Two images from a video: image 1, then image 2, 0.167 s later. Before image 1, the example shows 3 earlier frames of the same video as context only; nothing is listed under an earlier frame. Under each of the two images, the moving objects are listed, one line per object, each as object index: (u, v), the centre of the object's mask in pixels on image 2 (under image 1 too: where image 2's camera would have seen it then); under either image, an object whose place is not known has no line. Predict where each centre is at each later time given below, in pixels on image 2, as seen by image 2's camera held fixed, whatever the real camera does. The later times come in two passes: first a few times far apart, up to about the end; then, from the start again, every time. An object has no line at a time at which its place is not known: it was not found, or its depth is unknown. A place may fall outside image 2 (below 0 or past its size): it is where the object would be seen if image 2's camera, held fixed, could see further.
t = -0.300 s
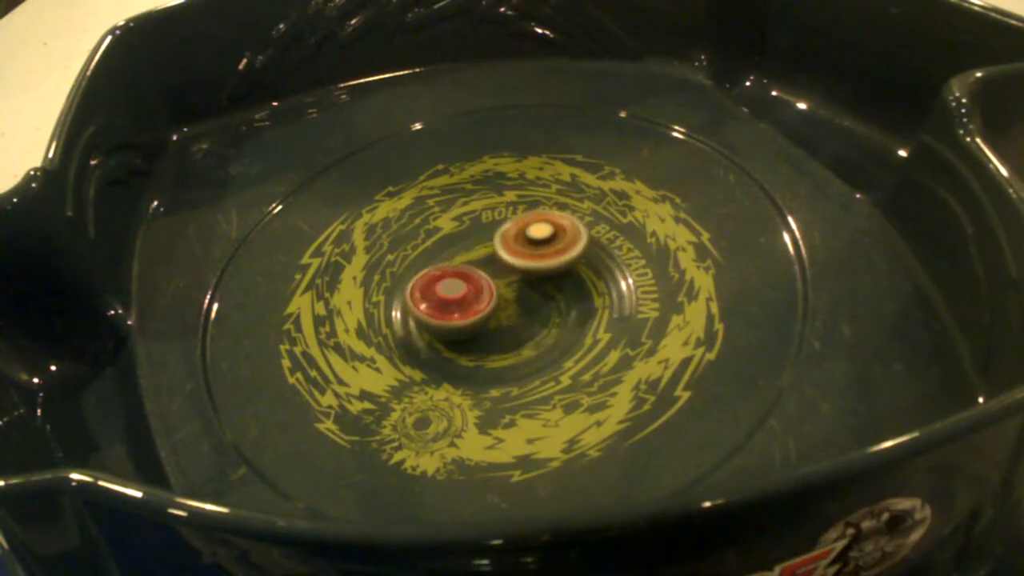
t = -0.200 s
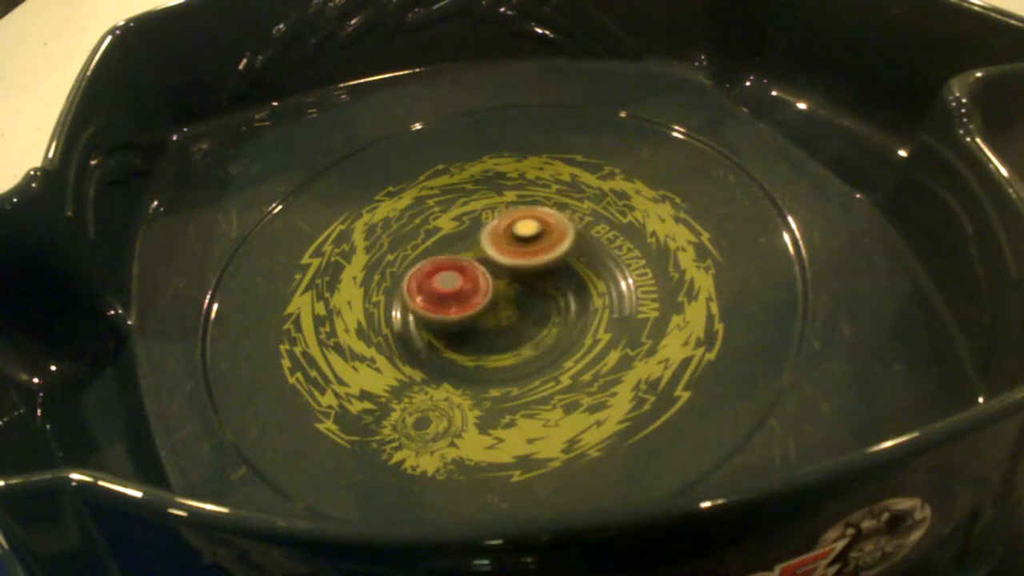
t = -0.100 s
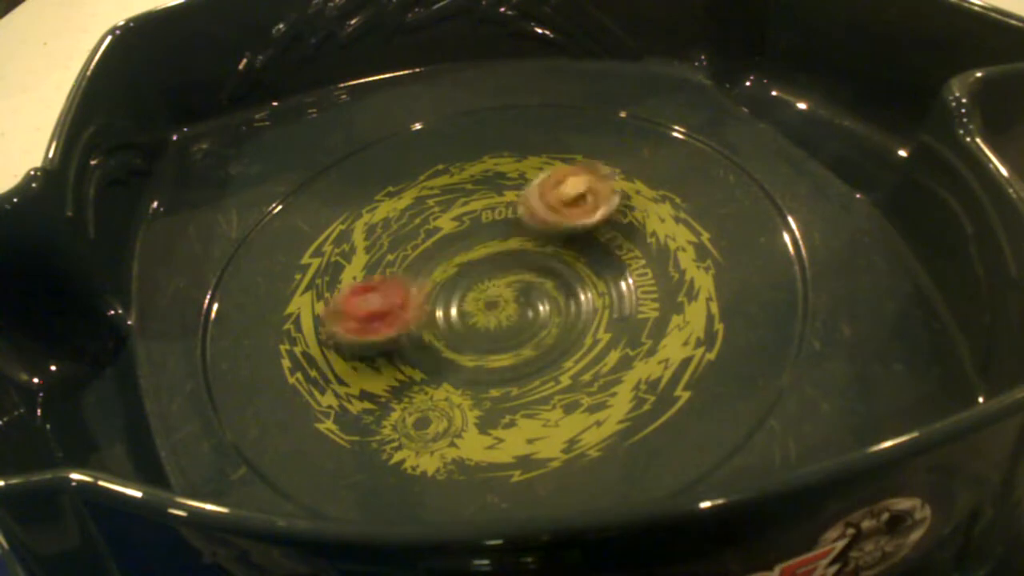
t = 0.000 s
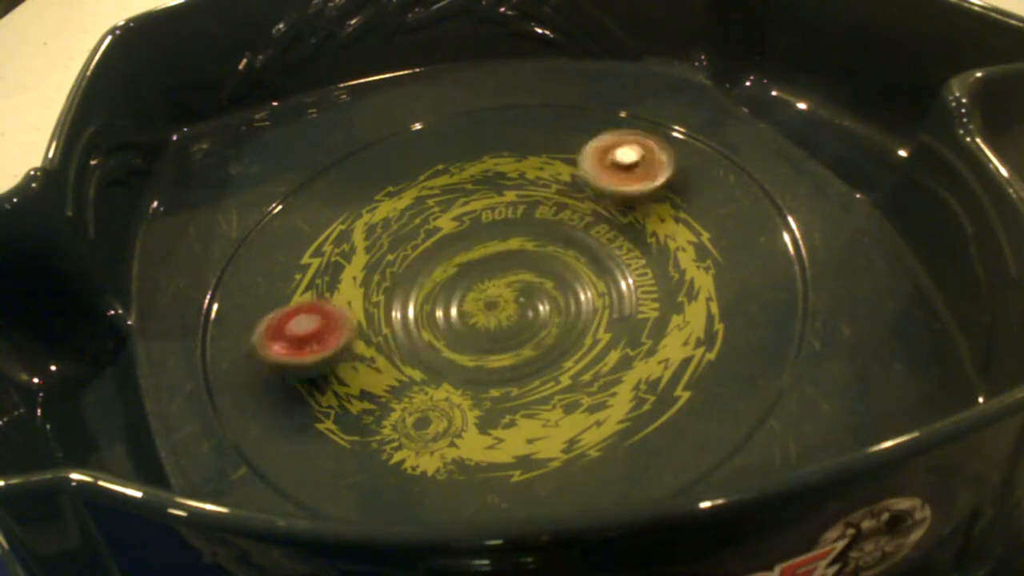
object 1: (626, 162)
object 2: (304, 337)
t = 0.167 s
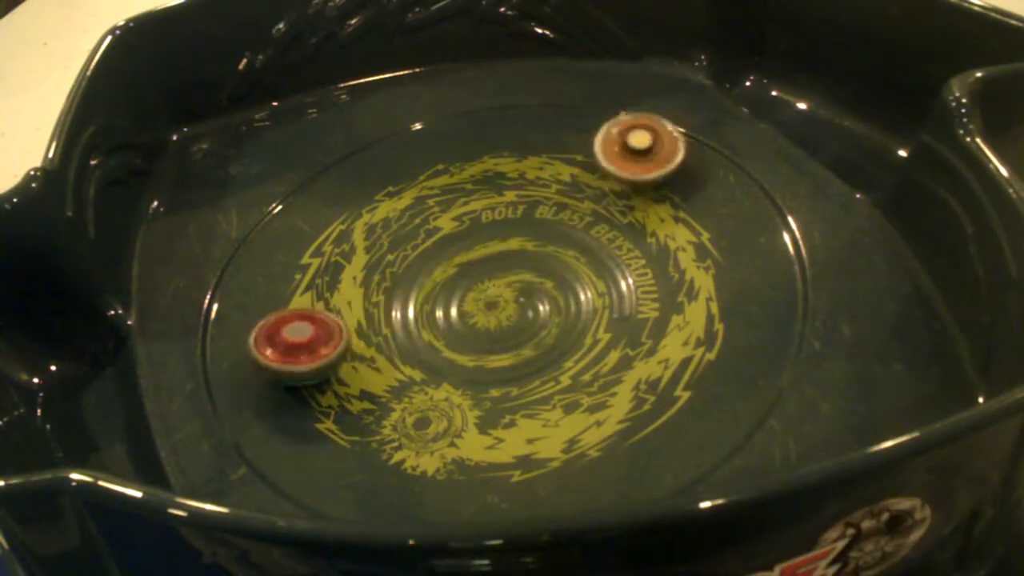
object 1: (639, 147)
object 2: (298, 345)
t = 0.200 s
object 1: (636, 146)
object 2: (303, 345)
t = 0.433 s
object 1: (609, 138)
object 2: (349, 335)
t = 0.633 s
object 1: (554, 167)
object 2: (419, 325)
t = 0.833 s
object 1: (494, 247)
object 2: (489, 323)
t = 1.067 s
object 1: (456, 269)
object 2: (532, 383)
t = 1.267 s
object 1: (456, 258)
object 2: (546, 420)
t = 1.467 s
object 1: (453, 261)
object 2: (510, 425)
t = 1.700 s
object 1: (450, 264)
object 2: (465, 390)
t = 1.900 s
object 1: (466, 250)
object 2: (469, 332)
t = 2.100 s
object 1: (488, 214)
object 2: (495, 309)
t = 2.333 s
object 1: (502, 182)
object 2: (498, 306)
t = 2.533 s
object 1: (527, 161)
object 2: (504, 318)
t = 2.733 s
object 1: (534, 173)
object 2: (515, 303)
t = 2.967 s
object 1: (520, 238)
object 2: (505, 310)
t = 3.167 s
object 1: (530, 239)
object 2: (484, 327)
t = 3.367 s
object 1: (555, 249)
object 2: (486, 309)
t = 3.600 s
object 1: (606, 240)
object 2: (452, 311)
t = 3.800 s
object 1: (607, 245)
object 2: (474, 310)
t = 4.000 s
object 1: (607, 250)
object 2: (483, 316)
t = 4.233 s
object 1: (615, 262)
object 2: (486, 312)
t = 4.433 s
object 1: (617, 272)
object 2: (468, 310)
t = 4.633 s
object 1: (617, 283)
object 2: (451, 305)
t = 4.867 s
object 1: (616, 280)
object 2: (443, 301)
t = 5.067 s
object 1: (619, 281)
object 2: (453, 309)
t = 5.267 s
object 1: (621, 285)
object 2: (462, 314)
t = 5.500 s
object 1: (619, 288)
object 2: (464, 316)
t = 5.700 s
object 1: (619, 286)
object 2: (478, 318)
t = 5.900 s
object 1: (620, 289)
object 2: (492, 318)
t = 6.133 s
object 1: (617, 284)
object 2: (507, 314)
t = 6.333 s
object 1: (630, 276)
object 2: (494, 309)
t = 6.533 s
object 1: (598, 262)
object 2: (476, 311)
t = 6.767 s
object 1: (545, 266)
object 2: (451, 310)
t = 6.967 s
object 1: (523, 260)
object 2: (427, 311)
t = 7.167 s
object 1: (522, 249)
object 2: (413, 323)
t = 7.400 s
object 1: (493, 257)
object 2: (438, 326)
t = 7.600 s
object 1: (519, 253)
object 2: (427, 357)
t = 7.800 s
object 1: (542, 248)
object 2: (463, 340)
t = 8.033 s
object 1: (554, 249)
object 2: (504, 318)
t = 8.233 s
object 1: (554, 231)
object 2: (498, 325)
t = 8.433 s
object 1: (512, 251)
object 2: (507, 324)
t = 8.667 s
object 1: (486, 255)
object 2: (511, 327)
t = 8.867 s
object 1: (472, 252)
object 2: (535, 312)
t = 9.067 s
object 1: (480, 241)
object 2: (530, 304)
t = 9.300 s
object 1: (483, 247)
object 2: (526, 308)
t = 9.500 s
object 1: (490, 235)
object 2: (520, 304)
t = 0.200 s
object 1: (636, 146)
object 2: (303, 345)
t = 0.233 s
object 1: (632, 144)
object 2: (308, 344)
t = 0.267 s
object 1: (629, 143)
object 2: (313, 343)
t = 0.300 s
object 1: (625, 142)
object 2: (319, 342)
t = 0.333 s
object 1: (621, 141)
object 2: (327, 340)
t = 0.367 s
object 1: (618, 140)
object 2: (333, 339)
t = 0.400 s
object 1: (614, 139)
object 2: (341, 336)
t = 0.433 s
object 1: (609, 138)
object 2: (349, 335)
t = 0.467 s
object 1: (603, 139)
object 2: (358, 333)
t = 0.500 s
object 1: (595, 140)
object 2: (369, 331)
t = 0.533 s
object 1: (584, 143)
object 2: (380, 330)
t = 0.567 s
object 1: (574, 150)
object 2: (391, 328)
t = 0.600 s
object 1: (564, 158)
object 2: (404, 327)
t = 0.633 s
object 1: (554, 167)
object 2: (419, 325)
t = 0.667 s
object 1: (544, 178)
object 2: (432, 324)
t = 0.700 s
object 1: (533, 191)
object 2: (442, 322)
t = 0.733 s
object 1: (523, 205)
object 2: (456, 322)
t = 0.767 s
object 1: (513, 218)
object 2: (471, 319)
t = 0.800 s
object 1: (503, 234)
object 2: (482, 319)
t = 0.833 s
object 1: (494, 247)
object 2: (489, 323)
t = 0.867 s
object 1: (487, 256)
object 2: (491, 330)
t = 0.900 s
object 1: (483, 264)
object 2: (493, 337)
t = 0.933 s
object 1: (479, 271)
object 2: (498, 343)
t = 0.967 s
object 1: (475, 280)
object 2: (503, 351)
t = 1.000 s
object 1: (471, 287)
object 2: (508, 354)
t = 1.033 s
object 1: (463, 279)
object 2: (521, 369)
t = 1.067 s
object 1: (456, 269)
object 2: (532, 383)
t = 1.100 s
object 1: (452, 263)
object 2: (540, 393)
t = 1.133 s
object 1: (448, 256)
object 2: (544, 400)
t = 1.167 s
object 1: (447, 253)
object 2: (547, 406)
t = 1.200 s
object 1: (449, 253)
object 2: (547, 412)
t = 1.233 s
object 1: (454, 257)
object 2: (547, 416)
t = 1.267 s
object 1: (456, 258)
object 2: (546, 420)
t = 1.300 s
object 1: (456, 257)
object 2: (542, 422)
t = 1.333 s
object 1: (453, 256)
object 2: (537, 423)
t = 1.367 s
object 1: (453, 256)
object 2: (531, 425)
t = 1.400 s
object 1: (454, 259)
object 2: (525, 425)
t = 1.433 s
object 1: (455, 261)
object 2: (517, 425)
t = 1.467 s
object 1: (453, 261)
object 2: (510, 425)
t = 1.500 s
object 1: (450, 261)
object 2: (503, 422)
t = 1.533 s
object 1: (450, 262)
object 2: (495, 420)
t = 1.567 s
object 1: (450, 264)
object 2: (487, 416)
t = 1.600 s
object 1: (451, 266)
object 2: (481, 411)
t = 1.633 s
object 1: (450, 266)
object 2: (474, 406)
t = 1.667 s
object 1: (449, 265)
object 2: (469, 399)
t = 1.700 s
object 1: (450, 264)
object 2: (465, 390)
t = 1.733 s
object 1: (451, 264)
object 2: (461, 382)
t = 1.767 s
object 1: (453, 261)
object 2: (460, 374)
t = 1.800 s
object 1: (455, 258)
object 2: (460, 363)
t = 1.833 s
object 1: (458, 256)
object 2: (462, 354)
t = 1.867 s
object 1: (462, 253)
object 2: (465, 344)
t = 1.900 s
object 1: (466, 250)
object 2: (469, 332)
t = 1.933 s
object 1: (471, 246)
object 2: (474, 323)
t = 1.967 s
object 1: (475, 243)
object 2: (479, 317)
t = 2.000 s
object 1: (480, 232)
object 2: (485, 315)
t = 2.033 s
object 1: (485, 223)
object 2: (488, 312)
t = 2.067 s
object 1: (487, 217)
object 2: (493, 310)
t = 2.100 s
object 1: (488, 214)
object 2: (495, 309)
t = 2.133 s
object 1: (490, 210)
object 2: (496, 306)
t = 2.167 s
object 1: (493, 206)
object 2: (496, 302)
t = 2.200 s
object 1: (493, 205)
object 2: (496, 295)
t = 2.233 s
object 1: (493, 209)
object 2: (497, 290)
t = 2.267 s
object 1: (493, 209)
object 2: (499, 283)
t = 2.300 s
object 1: (496, 197)
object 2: (498, 293)
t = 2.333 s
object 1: (502, 182)
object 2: (498, 306)
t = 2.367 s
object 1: (508, 174)
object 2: (498, 318)
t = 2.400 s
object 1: (511, 169)
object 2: (500, 328)
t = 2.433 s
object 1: (516, 164)
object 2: (500, 331)
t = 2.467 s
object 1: (521, 161)
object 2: (501, 329)
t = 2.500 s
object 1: (525, 160)
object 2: (503, 325)
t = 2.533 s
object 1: (527, 161)
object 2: (504, 318)
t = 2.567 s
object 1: (530, 160)
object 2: (507, 312)
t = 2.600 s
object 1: (531, 161)
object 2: (511, 311)
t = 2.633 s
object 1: (532, 162)
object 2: (515, 311)
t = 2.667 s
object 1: (533, 164)
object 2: (516, 309)
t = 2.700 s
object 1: (534, 168)
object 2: (516, 307)
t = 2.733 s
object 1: (534, 173)
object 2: (515, 303)
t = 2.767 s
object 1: (534, 179)
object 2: (514, 300)
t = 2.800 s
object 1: (533, 187)
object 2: (515, 300)
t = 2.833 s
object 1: (532, 198)
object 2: (514, 301)
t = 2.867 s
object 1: (528, 209)
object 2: (513, 303)
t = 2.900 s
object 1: (525, 219)
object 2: (511, 304)
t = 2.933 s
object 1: (523, 231)
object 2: (510, 304)
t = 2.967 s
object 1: (520, 238)
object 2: (505, 310)
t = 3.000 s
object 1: (517, 240)
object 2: (498, 320)
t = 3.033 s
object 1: (516, 241)
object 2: (492, 327)
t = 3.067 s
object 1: (517, 241)
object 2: (488, 329)
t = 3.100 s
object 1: (521, 241)
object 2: (485, 330)
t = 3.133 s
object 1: (526, 239)
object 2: (485, 329)
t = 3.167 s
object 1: (530, 239)
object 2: (484, 327)
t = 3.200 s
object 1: (533, 241)
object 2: (482, 325)
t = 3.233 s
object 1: (536, 242)
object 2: (481, 323)
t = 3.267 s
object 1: (541, 244)
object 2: (480, 320)
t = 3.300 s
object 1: (547, 246)
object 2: (481, 316)
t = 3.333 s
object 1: (552, 247)
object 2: (484, 313)
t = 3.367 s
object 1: (555, 249)
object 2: (486, 309)
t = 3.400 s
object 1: (557, 252)
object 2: (486, 307)
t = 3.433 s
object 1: (563, 253)
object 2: (481, 309)
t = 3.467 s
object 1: (581, 247)
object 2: (464, 314)
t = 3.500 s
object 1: (594, 242)
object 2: (451, 317)
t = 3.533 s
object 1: (602, 240)
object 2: (446, 316)
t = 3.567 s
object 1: (608, 239)
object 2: (446, 314)
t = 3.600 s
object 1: (606, 240)
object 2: (452, 311)
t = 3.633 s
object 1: (600, 241)
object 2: (458, 309)
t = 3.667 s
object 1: (597, 241)
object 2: (460, 309)
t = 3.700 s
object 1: (599, 242)
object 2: (461, 309)
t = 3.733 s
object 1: (603, 243)
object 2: (465, 309)
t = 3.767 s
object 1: (606, 244)
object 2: (470, 310)
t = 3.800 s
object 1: (607, 245)
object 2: (474, 310)
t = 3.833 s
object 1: (604, 245)
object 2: (479, 312)
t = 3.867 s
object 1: (604, 246)
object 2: (481, 314)
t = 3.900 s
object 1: (606, 247)
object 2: (480, 319)
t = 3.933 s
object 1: (609, 248)
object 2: (479, 322)
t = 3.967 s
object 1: (609, 249)
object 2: (480, 321)
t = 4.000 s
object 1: (607, 250)
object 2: (483, 316)
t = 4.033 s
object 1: (609, 252)
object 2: (486, 313)
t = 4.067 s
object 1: (613, 254)
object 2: (489, 311)
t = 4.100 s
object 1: (613, 256)
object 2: (491, 310)
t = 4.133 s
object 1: (612, 257)
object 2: (490, 312)
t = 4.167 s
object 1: (613, 259)
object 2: (488, 312)
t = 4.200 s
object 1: (615, 261)
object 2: (487, 312)
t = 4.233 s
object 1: (615, 262)
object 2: (486, 312)
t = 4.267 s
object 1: (615, 264)
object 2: (485, 311)
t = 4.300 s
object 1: (615, 265)
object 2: (483, 311)
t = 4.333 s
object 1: (616, 267)
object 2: (480, 311)
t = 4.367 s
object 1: (617, 269)
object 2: (476, 310)
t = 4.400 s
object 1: (617, 270)
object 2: (473, 310)
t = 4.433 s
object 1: (617, 272)
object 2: (468, 310)
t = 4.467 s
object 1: (616, 272)
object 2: (466, 309)
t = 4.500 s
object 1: (617, 275)
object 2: (461, 309)
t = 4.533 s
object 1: (618, 278)
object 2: (459, 308)
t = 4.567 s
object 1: (617, 280)
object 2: (456, 307)
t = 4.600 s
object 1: (618, 282)
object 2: (453, 306)
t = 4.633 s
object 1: (617, 283)
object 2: (451, 305)
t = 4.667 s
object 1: (618, 286)
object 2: (449, 304)
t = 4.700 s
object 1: (617, 287)
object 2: (447, 303)
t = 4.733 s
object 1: (618, 289)
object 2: (445, 301)
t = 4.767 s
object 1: (618, 288)
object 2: (444, 301)
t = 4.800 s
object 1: (617, 284)
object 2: (443, 300)
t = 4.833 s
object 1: (616, 281)
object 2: (443, 300)
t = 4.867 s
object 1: (616, 280)
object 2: (443, 301)
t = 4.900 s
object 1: (619, 281)
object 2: (444, 302)
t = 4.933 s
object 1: (618, 281)
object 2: (445, 303)
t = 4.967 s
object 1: (617, 280)
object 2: (446, 304)
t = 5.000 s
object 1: (616, 279)
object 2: (448, 306)
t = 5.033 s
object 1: (617, 279)
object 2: (451, 307)
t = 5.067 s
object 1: (619, 281)
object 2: (453, 309)
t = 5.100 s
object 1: (620, 284)
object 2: (455, 310)
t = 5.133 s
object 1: (619, 284)
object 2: (459, 311)
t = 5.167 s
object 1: (616, 283)
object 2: (459, 312)
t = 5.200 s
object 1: (616, 282)
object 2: (461, 312)
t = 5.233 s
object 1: (618, 283)
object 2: (462, 312)
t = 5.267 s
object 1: (621, 285)
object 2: (462, 314)
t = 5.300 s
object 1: (621, 288)
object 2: (461, 313)
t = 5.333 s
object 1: (618, 288)
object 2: (462, 314)
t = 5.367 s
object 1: (614, 285)
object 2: (461, 314)
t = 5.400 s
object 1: (614, 285)
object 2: (462, 314)
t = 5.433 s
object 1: (616, 286)
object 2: (462, 314)
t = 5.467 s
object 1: (619, 288)
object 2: (462, 315)
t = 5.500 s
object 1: (619, 288)
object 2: (464, 316)
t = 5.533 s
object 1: (618, 286)
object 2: (464, 315)
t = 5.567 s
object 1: (615, 282)
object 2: (467, 316)
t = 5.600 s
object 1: (616, 282)
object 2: (469, 316)
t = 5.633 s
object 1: (619, 283)
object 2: (472, 317)
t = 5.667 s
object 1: (621, 285)
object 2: (475, 317)
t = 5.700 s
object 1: (619, 286)
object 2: (478, 318)
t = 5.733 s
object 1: (616, 285)
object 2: (480, 318)
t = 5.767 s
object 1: (615, 283)
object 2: (483, 318)
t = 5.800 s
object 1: (616, 285)
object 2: (486, 318)
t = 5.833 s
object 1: (620, 288)
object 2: (488, 317)
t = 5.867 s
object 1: (621, 290)
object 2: (491, 318)
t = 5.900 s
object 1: (620, 289)
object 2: (492, 318)
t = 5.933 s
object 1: (615, 286)
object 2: (495, 318)
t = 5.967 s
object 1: (612, 282)
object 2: (496, 317)
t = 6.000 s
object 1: (611, 282)
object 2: (498, 317)
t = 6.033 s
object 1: (611, 281)
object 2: (500, 317)
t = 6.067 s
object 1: (612, 281)
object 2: (503, 316)
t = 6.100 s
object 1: (614, 282)
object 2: (505, 315)
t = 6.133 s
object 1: (617, 284)
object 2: (507, 314)
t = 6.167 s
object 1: (620, 287)
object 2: (509, 313)
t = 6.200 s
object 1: (621, 288)
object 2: (511, 311)
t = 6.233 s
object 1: (619, 288)
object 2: (514, 310)
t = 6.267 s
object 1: (618, 286)
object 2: (513, 309)
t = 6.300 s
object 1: (628, 280)
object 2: (504, 308)
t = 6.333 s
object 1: (630, 276)
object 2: (494, 309)
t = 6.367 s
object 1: (628, 273)
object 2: (488, 311)
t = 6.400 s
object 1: (624, 270)
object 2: (483, 312)
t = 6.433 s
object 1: (614, 268)
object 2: (481, 312)
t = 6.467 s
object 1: (606, 265)
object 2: (480, 311)
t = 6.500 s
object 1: (601, 263)
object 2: (478, 311)
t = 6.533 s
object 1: (598, 262)
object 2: (476, 311)
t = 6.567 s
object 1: (592, 262)
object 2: (472, 312)
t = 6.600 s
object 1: (585, 261)
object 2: (469, 311)
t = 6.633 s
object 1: (576, 263)
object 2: (465, 311)
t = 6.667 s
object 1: (563, 264)
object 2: (463, 311)
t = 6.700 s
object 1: (555, 264)
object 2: (462, 311)
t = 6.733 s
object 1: (547, 265)
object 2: (458, 310)
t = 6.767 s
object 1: (545, 266)
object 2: (451, 310)
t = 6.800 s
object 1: (549, 263)
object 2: (433, 310)
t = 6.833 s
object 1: (549, 262)
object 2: (425, 310)
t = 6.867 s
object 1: (544, 261)
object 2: (423, 310)
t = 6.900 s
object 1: (539, 260)
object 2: (424, 309)
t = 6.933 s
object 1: (531, 260)
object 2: (426, 310)
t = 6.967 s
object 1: (523, 260)
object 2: (427, 311)
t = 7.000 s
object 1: (515, 262)
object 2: (427, 312)
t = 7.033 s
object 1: (507, 262)
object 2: (427, 312)
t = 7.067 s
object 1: (514, 257)
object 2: (414, 320)
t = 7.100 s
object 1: (520, 253)
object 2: (405, 323)
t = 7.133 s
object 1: (523, 251)
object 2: (406, 323)
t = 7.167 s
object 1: (522, 249)
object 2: (413, 323)
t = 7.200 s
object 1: (520, 248)
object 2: (422, 321)
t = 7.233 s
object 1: (516, 247)
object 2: (425, 322)
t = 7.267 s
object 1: (512, 247)
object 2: (426, 323)
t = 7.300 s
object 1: (508, 248)
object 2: (429, 323)
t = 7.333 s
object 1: (503, 250)
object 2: (432, 324)
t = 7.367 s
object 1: (498, 253)
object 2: (434, 325)
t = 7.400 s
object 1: (493, 257)
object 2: (438, 326)
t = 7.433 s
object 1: (491, 261)
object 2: (440, 327)
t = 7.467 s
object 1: (491, 264)
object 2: (439, 332)
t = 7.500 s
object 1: (497, 261)
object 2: (430, 339)
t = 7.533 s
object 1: (507, 257)
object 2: (424, 348)
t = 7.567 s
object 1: (514, 255)
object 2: (424, 354)
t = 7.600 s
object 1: (519, 253)
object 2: (427, 357)
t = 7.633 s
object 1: (523, 252)
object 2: (431, 358)
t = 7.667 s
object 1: (526, 251)
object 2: (437, 355)
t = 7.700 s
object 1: (530, 250)
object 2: (445, 357)
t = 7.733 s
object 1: (533, 249)
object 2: (451, 352)
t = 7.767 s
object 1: (537, 248)
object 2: (458, 346)
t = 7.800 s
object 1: (542, 248)
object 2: (463, 340)
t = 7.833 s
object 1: (546, 248)
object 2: (474, 333)
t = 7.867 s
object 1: (553, 249)
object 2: (480, 331)
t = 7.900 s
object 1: (558, 250)
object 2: (487, 331)
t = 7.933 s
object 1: (558, 251)
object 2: (491, 329)
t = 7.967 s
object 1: (556, 252)
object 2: (495, 327)
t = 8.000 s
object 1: (552, 251)
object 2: (501, 322)
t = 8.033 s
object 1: (554, 249)
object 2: (504, 318)
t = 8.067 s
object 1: (562, 241)
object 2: (499, 320)
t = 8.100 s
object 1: (563, 237)
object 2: (496, 322)
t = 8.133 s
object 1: (564, 235)
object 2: (495, 321)
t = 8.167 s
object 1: (561, 232)
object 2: (495, 322)
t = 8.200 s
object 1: (558, 231)
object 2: (498, 324)
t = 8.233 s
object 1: (554, 231)
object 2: (498, 325)
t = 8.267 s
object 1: (547, 231)
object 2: (501, 327)
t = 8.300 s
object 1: (540, 235)
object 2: (503, 327)
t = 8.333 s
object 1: (532, 240)
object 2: (504, 328)
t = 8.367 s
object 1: (523, 243)
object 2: (505, 327)
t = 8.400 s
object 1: (519, 247)
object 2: (506, 325)
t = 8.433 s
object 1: (512, 251)
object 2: (507, 324)
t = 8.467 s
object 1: (506, 252)
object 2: (506, 326)
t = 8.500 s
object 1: (502, 253)
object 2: (505, 330)
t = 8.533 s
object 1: (498, 255)
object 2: (506, 331)
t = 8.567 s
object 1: (494, 257)
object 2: (506, 329)
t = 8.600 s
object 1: (490, 257)
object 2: (506, 328)
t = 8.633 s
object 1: (488, 257)
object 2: (508, 329)
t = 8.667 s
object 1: (486, 255)
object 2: (511, 327)
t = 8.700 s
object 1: (484, 255)
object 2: (514, 325)
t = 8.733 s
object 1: (481, 255)
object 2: (518, 323)
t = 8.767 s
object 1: (479, 254)
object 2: (523, 321)
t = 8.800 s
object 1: (476, 254)
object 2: (528, 319)
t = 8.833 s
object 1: (473, 254)
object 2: (532, 315)
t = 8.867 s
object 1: (472, 252)
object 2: (535, 312)
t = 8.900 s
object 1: (472, 250)
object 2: (538, 307)
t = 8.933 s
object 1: (474, 246)
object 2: (537, 304)
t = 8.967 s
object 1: (476, 242)
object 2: (534, 302)
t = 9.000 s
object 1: (478, 240)
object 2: (532, 300)
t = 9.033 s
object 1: (479, 240)
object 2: (532, 303)
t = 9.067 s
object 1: (480, 241)
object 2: (530, 304)
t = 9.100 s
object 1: (480, 245)
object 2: (530, 305)
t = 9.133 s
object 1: (480, 246)
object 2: (530, 307)
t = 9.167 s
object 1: (480, 246)
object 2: (529, 309)
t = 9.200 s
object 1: (483, 247)
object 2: (530, 310)
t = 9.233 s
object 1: (484, 249)
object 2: (530, 310)
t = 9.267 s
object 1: (483, 249)
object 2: (529, 309)
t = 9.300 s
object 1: (483, 247)
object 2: (526, 308)
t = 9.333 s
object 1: (483, 244)
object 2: (523, 307)
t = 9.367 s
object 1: (483, 243)
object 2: (522, 305)
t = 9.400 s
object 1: (485, 238)
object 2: (521, 305)
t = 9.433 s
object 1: (488, 235)
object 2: (520, 304)
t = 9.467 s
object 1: (489, 235)
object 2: (520, 304)
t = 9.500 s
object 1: (490, 235)
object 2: (520, 304)
